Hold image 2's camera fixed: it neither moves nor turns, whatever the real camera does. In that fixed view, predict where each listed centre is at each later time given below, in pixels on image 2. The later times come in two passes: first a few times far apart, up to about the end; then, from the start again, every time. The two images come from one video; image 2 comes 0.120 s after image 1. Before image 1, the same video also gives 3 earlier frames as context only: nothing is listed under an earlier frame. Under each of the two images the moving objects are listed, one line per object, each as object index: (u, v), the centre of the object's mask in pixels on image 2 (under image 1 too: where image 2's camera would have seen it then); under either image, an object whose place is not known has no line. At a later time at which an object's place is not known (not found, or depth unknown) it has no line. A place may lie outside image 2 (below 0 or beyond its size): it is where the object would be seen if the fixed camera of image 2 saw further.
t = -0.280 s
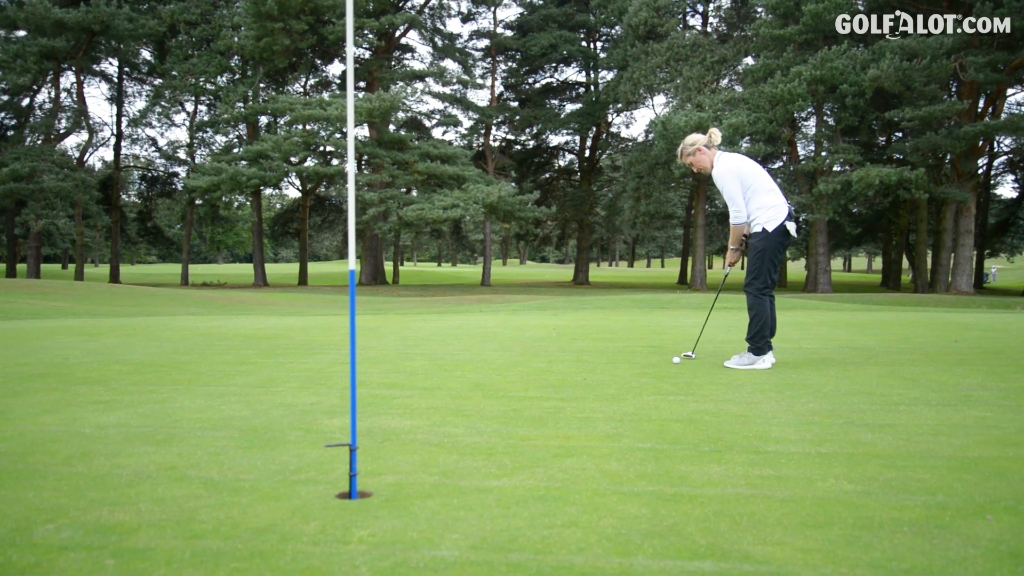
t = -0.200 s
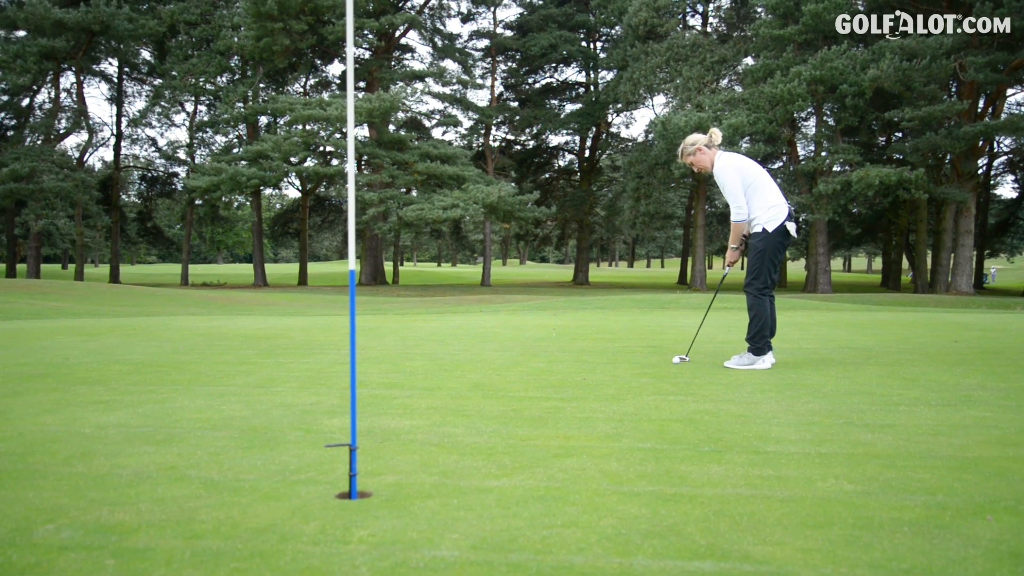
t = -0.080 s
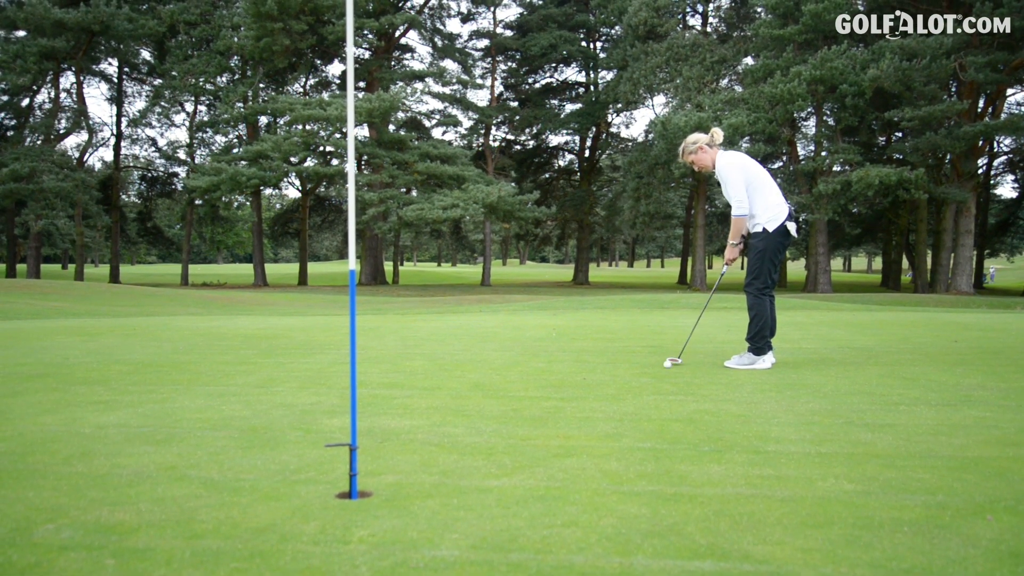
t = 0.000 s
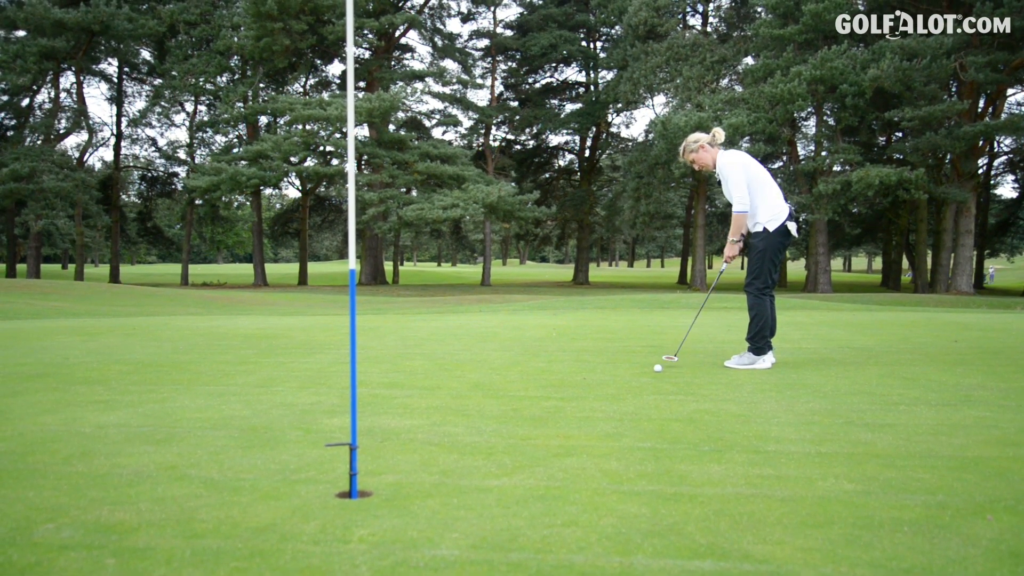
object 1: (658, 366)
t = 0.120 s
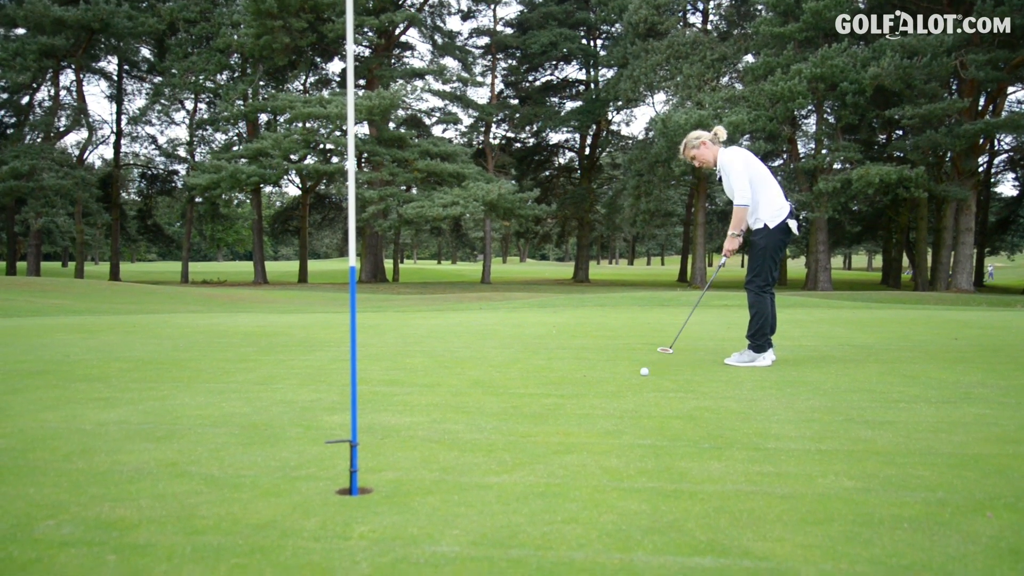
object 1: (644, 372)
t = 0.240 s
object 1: (630, 378)
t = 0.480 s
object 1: (599, 392)
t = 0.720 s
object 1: (564, 405)
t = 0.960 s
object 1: (525, 419)
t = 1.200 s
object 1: (480, 435)
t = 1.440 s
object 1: (430, 453)
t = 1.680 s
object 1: (377, 471)
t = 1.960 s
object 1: (351, 490)
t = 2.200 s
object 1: (377, 502)
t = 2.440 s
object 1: (399, 512)
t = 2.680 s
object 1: (416, 518)
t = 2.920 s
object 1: (429, 522)
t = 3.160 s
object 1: (430, 522)
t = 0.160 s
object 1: (640, 374)
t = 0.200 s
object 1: (635, 376)
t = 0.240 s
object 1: (630, 378)
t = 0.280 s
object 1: (625, 380)
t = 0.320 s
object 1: (620, 383)
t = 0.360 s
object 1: (615, 385)
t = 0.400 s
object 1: (610, 387)
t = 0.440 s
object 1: (604, 389)
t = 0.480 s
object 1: (599, 392)
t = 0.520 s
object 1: (593, 394)
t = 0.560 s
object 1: (588, 395)
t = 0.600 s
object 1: (582, 398)
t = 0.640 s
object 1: (576, 399)
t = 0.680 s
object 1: (570, 401)
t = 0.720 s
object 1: (564, 405)
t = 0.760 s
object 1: (558, 407)
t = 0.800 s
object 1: (552, 409)
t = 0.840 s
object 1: (545, 411)
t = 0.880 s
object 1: (539, 414)
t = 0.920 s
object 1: (532, 416)
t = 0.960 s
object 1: (525, 419)
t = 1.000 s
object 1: (518, 421)
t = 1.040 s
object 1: (511, 424)
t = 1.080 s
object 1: (503, 427)
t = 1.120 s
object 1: (495, 430)
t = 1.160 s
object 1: (488, 432)
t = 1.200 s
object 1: (480, 435)
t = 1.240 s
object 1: (472, 438)
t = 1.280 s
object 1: (464, 441)
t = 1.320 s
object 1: (456, 444)
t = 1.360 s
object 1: (447, 446)
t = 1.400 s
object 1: (439, 449)
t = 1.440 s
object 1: (430, 453)
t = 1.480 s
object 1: (422, 455)
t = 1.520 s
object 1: (413, 458)
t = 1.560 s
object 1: (404, 462)
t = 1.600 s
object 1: (395, 464)
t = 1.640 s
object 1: (386, 467)
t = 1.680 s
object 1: (377, 471)
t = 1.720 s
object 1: (368, 474)
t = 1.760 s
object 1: (361, 477)
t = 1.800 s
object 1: (346, 481)
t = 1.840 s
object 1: (341, 487)
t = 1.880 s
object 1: (342, 488)
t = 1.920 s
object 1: (347, 488)
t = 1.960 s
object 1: (351, 490)
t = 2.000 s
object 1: (356, 492)
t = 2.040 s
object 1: (360, 495)
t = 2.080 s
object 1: (364, 497)
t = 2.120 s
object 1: (369, 499)
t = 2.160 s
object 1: (373, 501)
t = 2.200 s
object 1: (377, 502)
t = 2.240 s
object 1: (381, 504)
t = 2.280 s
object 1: (385, 506)
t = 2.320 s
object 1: (388, 507)
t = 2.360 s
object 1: (392, 509)
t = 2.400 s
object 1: (395, 510)
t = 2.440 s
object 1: (399, 512)
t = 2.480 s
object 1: (402, 513)
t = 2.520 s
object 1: (405, 514)
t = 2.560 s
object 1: (408, 515)
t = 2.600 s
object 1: (411, 516)
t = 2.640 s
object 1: (414, 517)
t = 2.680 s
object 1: (416, 518)
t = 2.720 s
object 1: (419, 519)
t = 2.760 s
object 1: (421, 520)
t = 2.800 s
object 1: (424, 521)
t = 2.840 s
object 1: (426, 521)
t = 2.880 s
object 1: (428, 522)
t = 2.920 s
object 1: (429, 522)
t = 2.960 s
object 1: (430, 522)
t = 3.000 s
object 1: (431, 522)
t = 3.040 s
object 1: (431, 522)
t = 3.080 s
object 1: (431, 522)
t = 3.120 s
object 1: (430, 522)
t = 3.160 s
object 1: (430, 522)
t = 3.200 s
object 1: (430, 522)
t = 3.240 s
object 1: (429, 522)
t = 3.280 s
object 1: (430, 522)
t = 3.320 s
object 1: (430, 522)
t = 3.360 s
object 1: (430, 522)
